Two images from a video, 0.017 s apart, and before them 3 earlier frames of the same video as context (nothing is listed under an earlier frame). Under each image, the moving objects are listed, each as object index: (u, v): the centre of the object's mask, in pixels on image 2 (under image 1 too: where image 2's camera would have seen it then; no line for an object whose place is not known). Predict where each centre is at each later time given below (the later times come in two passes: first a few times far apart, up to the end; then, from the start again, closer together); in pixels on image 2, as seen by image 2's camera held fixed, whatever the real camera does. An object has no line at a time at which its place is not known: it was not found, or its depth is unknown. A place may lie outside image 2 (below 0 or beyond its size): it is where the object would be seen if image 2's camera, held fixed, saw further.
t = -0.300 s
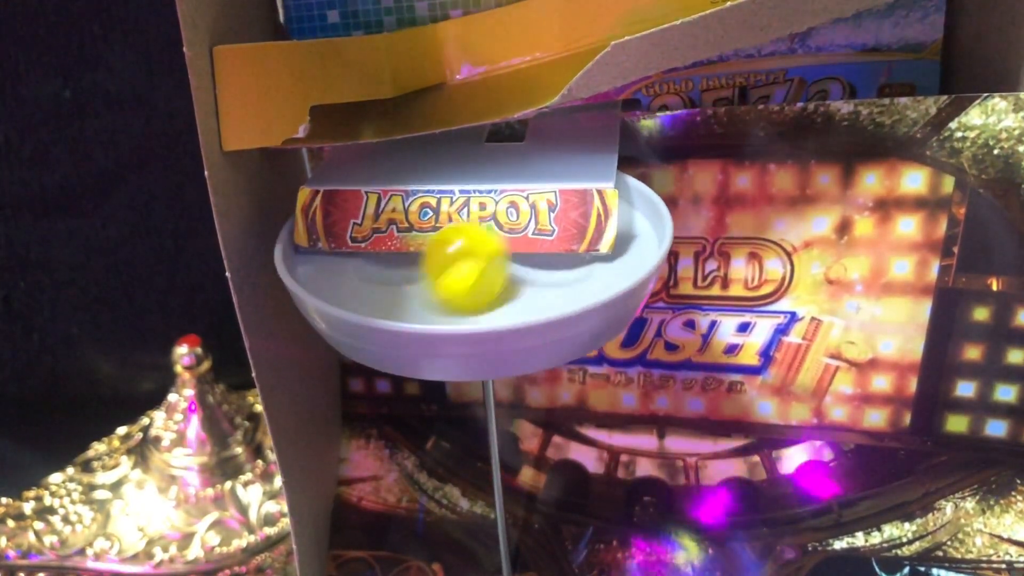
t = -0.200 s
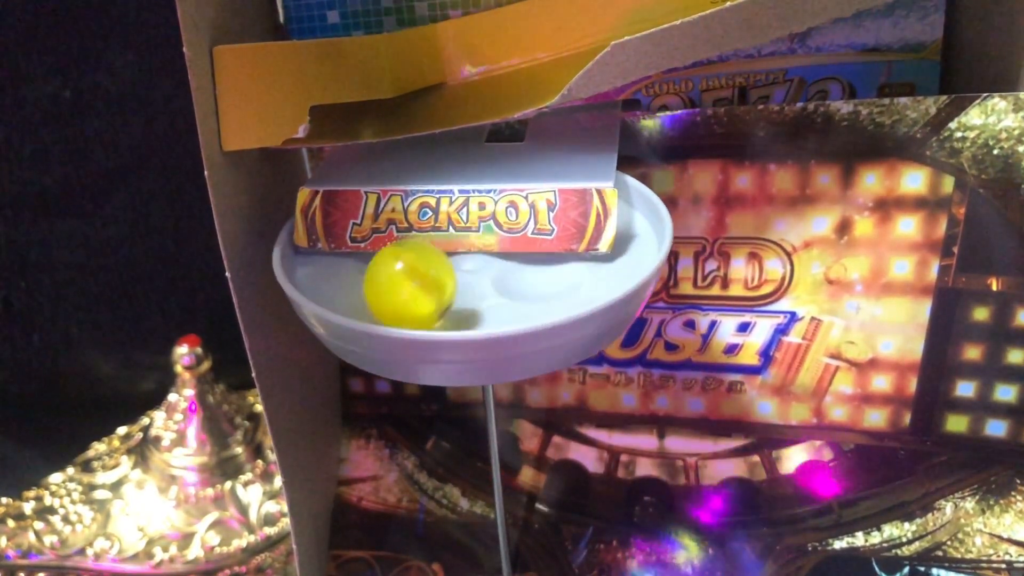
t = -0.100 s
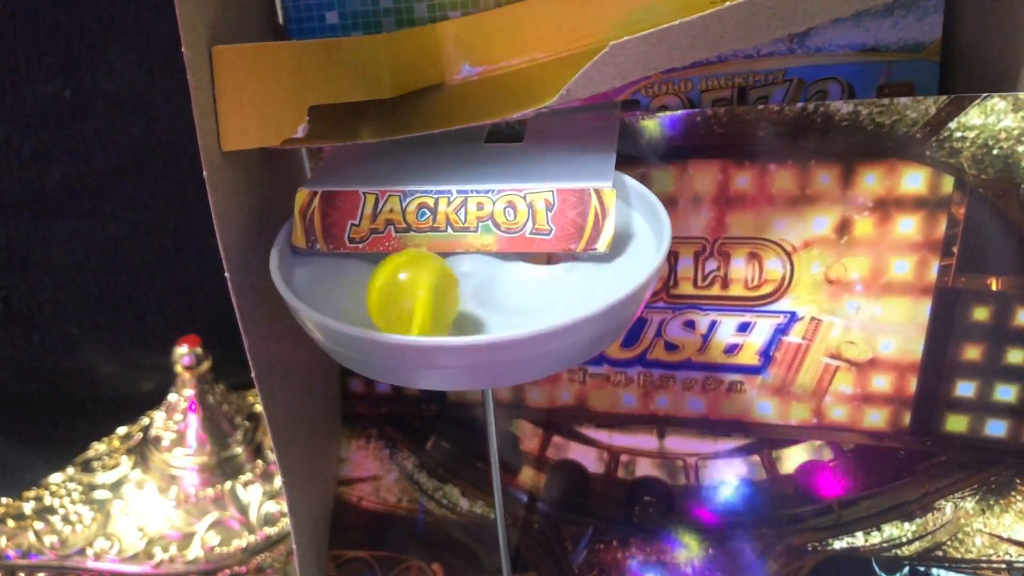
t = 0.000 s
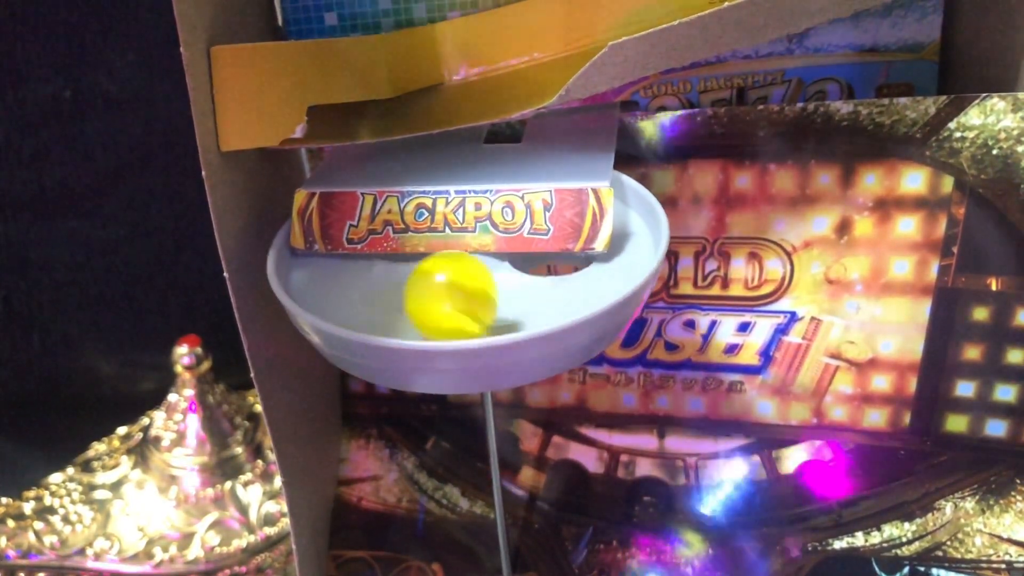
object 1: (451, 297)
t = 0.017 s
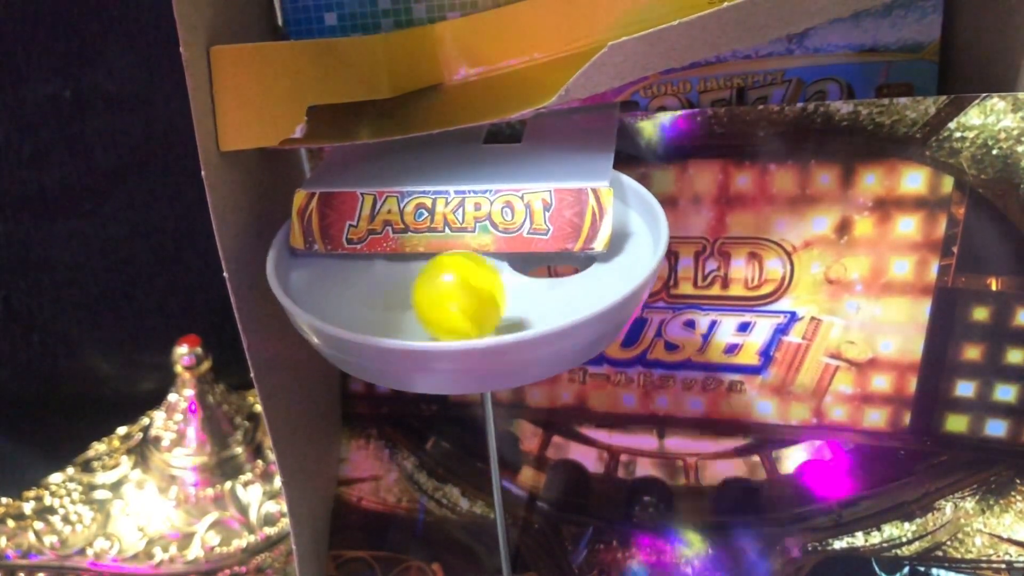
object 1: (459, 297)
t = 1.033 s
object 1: (363, 254)
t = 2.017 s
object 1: (494, 246)
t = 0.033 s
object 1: (467, 297)
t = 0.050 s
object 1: (476, 296)
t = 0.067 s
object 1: (484, 296)
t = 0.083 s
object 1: (491, 295)
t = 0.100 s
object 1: (499, 294)
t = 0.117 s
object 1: (506, 293)
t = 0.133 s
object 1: (511, 293)
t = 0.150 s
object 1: (516, 292)
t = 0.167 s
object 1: (519, 291)
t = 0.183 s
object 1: (521, 291)
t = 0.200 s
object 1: (522, 290)
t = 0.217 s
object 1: (522, 289)
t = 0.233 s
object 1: (521, 289)
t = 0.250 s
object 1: (520, 289)
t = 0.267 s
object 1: (517, 289)
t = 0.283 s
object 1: (513, 290)
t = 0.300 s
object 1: (509, 291)
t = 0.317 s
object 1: (503, 292)
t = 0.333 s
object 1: (496, 293)
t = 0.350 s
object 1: (488, 295)
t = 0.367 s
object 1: (478, 297)
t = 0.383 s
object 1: (468, 298)
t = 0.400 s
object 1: (456, 300)
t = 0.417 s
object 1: (445, 301)
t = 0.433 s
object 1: (432, 303)
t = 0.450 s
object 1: (420, 304)
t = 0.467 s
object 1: (408, 304)
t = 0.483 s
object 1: (396, 304)
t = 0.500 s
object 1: (385, 304)
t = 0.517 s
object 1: (373, 303)
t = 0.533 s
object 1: (363, 302)
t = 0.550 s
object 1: (354, 300)
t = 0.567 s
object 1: (345, 298)
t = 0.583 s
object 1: (336, 296)
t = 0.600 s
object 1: (329, 293)
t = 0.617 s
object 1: (323, 291)
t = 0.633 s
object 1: (318, 289)
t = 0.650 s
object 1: (313, 287)
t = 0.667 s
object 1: (310, 285)
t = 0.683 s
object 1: (307, 283)
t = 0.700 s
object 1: (304, 281)
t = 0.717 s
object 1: (302, 280)
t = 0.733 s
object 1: (301, 278)
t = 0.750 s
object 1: (300, 277)
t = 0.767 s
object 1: (299, 276)
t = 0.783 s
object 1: (299, 275)
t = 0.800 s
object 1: (300, 274)
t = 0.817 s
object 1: (300, 273)
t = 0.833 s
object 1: (301, 272)
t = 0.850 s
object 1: (303, 271)
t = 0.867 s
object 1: (304, 269)
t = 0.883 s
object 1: (308, 268)
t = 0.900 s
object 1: (311, 268)
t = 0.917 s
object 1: (316, 266)
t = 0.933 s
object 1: (322, 265)
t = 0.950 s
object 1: (328, 264)
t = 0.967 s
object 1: (334, 263)
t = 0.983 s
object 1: (340, 262)
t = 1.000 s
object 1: (346, 260)
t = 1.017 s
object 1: (354, 258)
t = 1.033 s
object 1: (363, 254)
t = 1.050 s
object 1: (371, 251)
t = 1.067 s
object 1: (375, 248)
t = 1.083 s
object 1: (372, 246)
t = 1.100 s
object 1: (368, 245)
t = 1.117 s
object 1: (362, 244)
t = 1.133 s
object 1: (356, 242)
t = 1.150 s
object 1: (349, 240)
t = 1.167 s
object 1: (343, 238)
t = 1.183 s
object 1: (337, 237)
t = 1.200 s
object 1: (330, 237)
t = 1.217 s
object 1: (323, 237)
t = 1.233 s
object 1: (318, 236)
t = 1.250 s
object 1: (313, 235)
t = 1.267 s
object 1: (310, 235)
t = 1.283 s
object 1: (309, 234)
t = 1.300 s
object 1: (309, 233)
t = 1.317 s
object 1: (311, 233)
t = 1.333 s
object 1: (312, 234)
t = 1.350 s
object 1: (317, 233)
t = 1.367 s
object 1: (321, 234)
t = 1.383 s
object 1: (328, 234)
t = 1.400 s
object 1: (336, 235)
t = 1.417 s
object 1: (344, 235)
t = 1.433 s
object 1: (351, 236)
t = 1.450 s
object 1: (360, 239)
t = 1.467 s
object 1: (376, 245)
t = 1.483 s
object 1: (391, 244)
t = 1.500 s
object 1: (405, 237)
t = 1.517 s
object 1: (415, 232)
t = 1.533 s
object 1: (424, 230)
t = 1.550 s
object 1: (434, 232)
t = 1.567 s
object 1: (443, 239)
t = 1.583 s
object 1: (456, 249)
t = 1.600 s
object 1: (465, 252)
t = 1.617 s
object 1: (468, 252)
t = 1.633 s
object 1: (468, 255)
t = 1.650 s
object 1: (467, 259)
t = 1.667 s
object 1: (465, 262)
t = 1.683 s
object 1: (464, 265)
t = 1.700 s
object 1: (463, 267)
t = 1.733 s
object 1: (463, 268)
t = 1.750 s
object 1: (462, 268)
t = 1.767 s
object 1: (462, 269)
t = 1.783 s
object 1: (463, 269)
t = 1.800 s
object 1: (464, 268)
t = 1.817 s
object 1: (465, 268)
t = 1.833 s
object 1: (466, 267)
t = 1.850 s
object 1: (469, 266)
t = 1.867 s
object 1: (472, 264)
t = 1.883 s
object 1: (475, 263)
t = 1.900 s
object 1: (481, 264)
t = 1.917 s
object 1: (489, 266)
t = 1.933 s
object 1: (498, 262)
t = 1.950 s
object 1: (503, 253)
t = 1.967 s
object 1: (504, 244)
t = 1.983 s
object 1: (503, 241)
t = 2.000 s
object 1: (499, 242)
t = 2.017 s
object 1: (494, 246)
